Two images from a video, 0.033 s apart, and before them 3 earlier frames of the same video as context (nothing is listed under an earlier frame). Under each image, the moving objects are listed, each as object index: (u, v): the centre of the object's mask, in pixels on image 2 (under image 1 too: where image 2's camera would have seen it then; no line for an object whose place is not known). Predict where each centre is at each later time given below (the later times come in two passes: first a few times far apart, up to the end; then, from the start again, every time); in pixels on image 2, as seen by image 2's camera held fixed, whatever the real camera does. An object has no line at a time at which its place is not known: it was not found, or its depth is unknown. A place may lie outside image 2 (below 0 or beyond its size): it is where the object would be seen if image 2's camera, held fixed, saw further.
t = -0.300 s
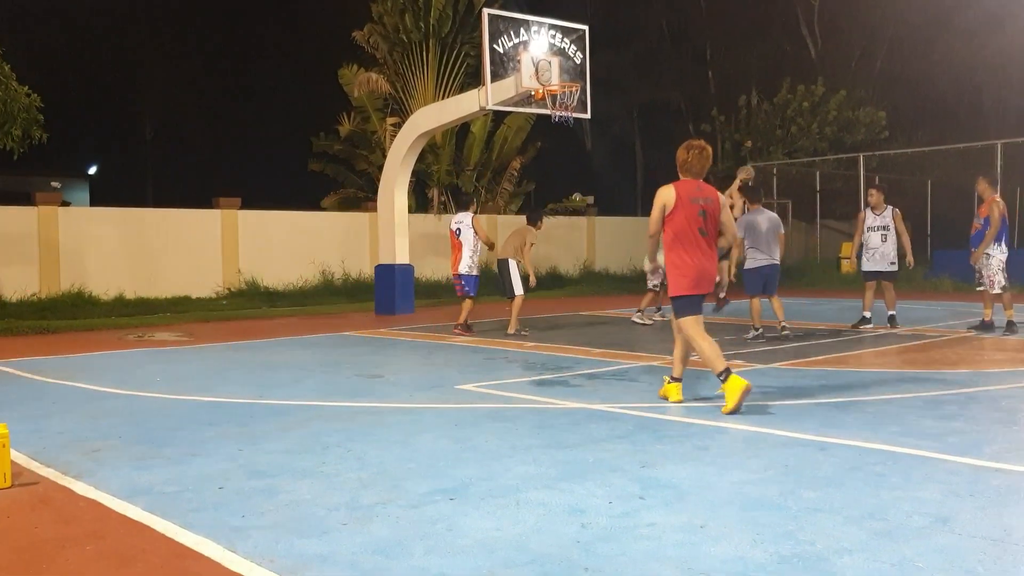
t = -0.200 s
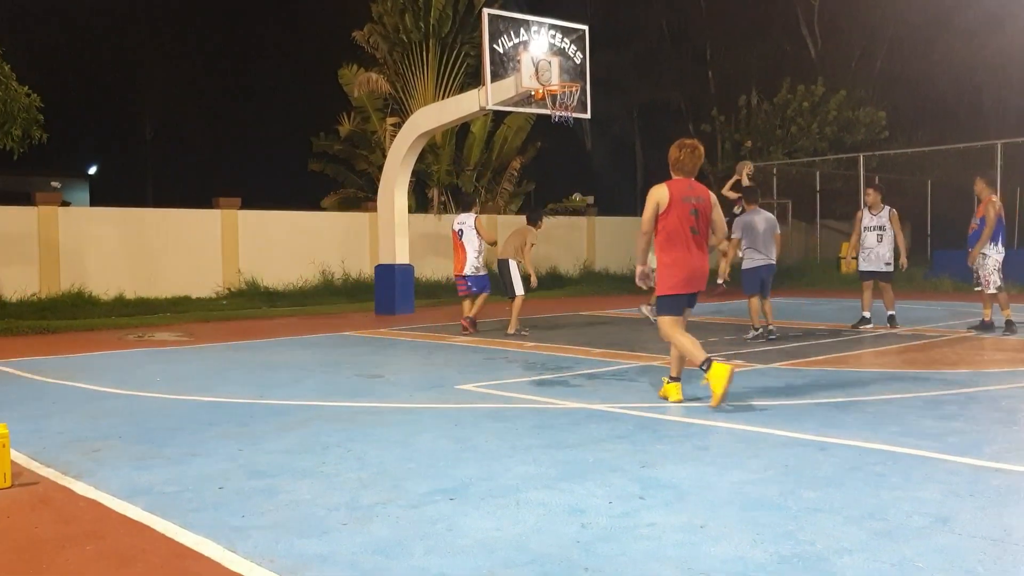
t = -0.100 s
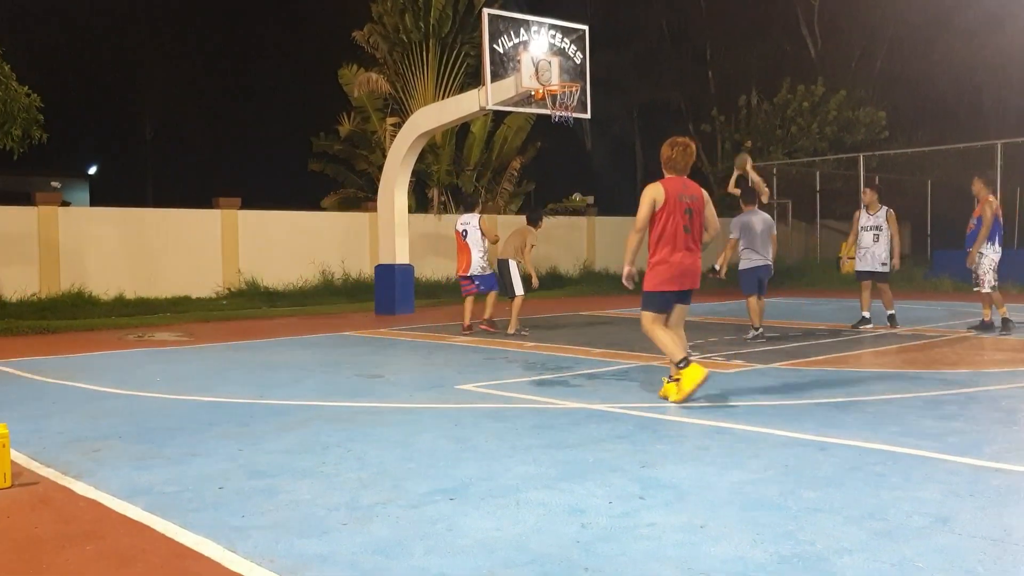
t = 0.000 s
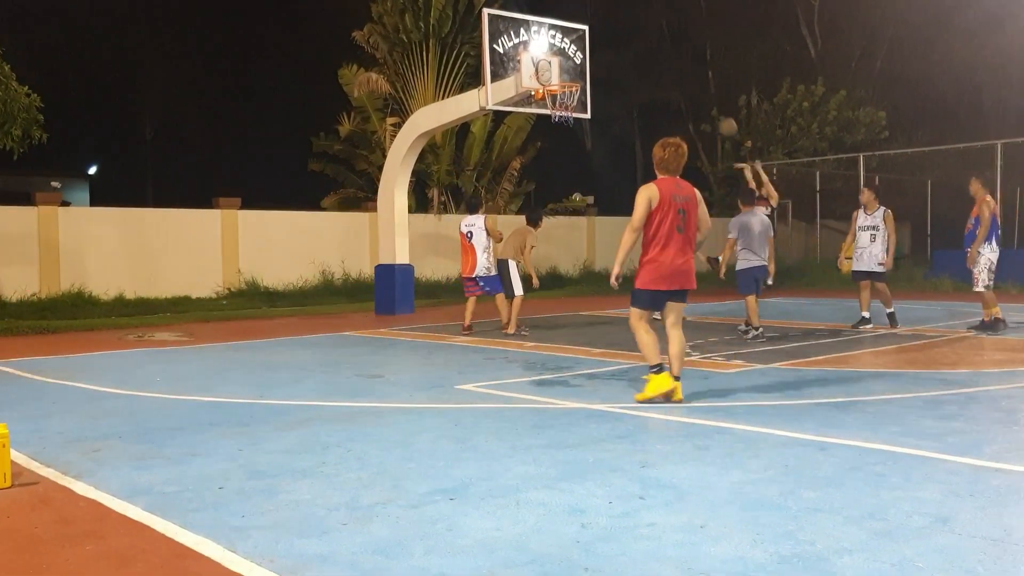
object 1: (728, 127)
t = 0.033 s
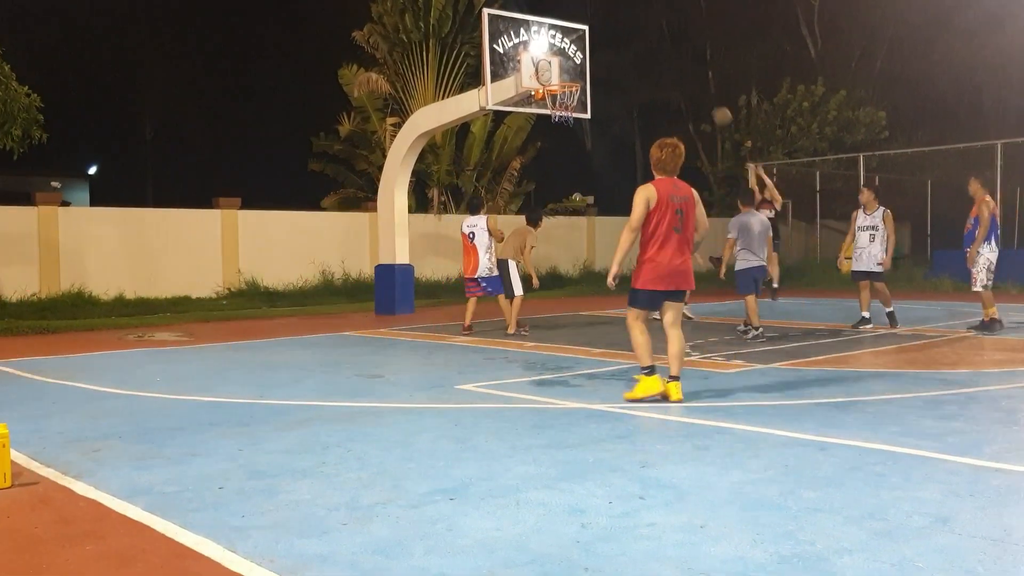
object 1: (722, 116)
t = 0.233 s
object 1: (687, 65)
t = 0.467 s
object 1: (646, 41)
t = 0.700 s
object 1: (605, 58)
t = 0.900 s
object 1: (588, 95)
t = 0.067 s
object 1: (716, 106)
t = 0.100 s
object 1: (711, 96)
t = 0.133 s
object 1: (705, 87)
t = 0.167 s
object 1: (699, 79)
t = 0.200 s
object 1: (693, 72)
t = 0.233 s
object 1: (687, 65)
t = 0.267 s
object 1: (681, 59)
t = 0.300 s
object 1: (676, 54)
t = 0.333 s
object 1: (670, 50)
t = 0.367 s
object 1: (664, 47)
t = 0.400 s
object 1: (658, 44)
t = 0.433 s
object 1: (652, 42)
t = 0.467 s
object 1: (646, 41)
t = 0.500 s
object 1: (640, 41)
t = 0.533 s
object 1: (634, 42)
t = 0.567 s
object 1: (629, 43)
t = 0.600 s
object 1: (622, 46)
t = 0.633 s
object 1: (617, 49)
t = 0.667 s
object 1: (611, 53)
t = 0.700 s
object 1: (605, 58)
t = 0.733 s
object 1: (599, 64)
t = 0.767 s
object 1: (593, 70)
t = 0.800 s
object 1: (587, 77)
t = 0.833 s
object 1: (582, 83)
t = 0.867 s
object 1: (586, 89)
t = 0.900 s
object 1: (588, 95)
